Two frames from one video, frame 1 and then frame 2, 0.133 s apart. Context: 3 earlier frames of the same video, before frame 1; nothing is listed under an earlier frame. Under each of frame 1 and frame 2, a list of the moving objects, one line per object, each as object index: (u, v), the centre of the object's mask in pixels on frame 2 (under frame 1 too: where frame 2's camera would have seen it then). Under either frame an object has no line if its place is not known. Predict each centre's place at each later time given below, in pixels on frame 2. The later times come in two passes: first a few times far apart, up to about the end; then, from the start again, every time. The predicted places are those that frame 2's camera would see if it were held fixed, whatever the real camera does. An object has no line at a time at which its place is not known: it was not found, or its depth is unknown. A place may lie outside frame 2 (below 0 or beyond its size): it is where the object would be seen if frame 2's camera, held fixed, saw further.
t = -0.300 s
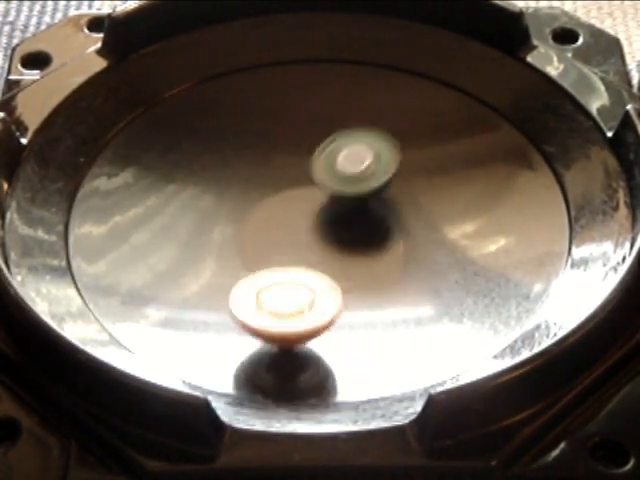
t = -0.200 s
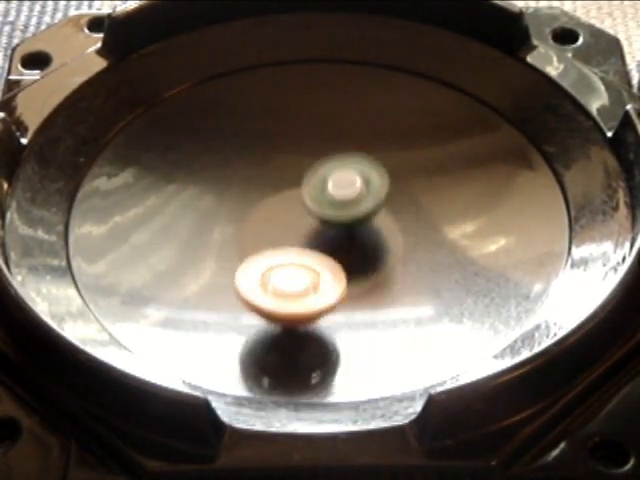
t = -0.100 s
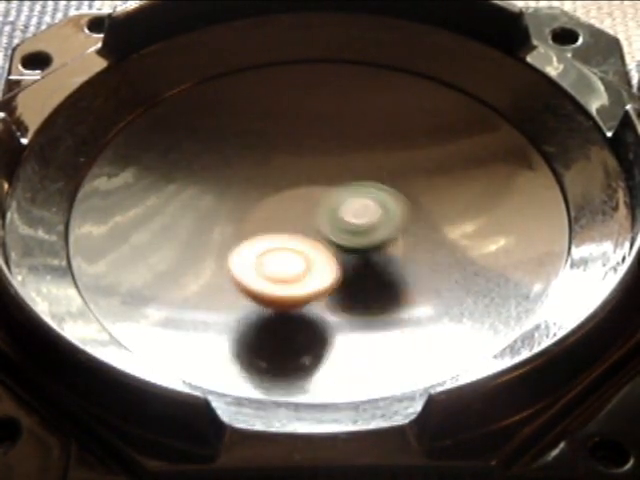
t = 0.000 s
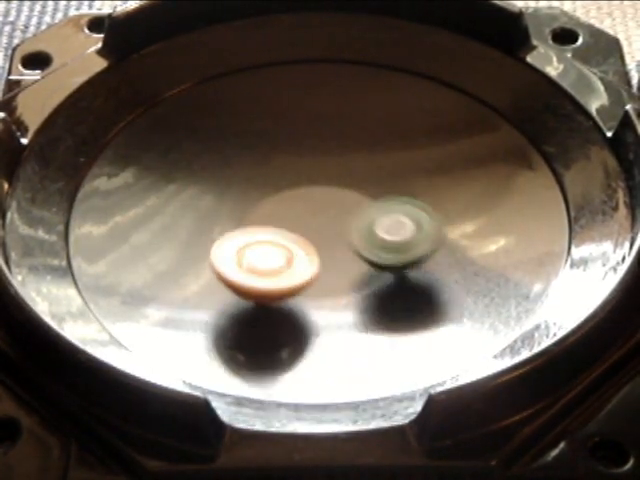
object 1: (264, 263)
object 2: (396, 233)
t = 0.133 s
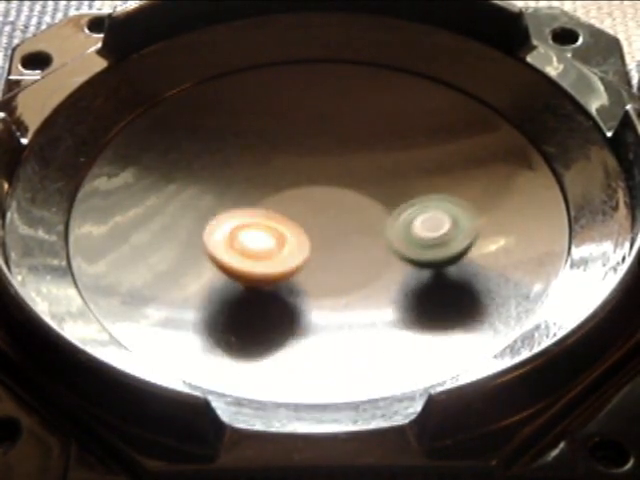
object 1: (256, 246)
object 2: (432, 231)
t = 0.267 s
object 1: (250, 225)
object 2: (439, 215)
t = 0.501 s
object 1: (246, 186)
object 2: (395, 208)
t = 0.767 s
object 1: (271, 166)
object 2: (346, 236)
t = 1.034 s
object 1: (315, 159)
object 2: (317, 276)
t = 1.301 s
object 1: (365, 169)
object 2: (322, 259)
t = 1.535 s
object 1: (391, 191)
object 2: (278, 245)
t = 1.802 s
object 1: (391, 220)
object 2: (233, 230)
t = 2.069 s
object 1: (364, 249)
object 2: (244, 229)
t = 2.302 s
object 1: (324, 260)
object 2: (245, 199)
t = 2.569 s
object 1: (280, 251)
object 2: (250, 180)
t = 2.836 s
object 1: (283, 278)
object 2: (252, 125)
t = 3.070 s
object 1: (296, 259)
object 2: (250, 135)
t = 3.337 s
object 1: (297, 234)
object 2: (289, 163)
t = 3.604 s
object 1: (315, 234)
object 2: (382, 162)
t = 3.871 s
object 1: (335, 226)
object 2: (409, 165)
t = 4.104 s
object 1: (308, 243)
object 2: (435, 157)
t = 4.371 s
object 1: (281, 254)
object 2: (408, 173)
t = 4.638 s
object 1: (264, 247)
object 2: (380, 227)
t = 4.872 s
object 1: (259, 232)
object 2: (373, 268)
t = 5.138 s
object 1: (271, 215)
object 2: (368, 277)
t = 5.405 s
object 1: (279, 176)
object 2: (355, 281)
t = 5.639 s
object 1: (278, 147)
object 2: (347, 277)
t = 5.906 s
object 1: (301, 153)
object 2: (297, 249)
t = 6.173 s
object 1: (331, 178)
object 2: (234, 229)
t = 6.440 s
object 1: (345, 217)
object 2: (216, 216)
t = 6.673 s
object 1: (332, 249)
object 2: (234, 204)
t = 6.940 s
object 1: (300, 263)
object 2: (266, 170)
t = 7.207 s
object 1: (275, 250)
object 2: (288, 156)
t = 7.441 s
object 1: (266, 226)
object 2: (319, 159)
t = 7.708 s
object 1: (280, 201)
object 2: (365, 163)
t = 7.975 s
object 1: (298, 193)
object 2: (396, 172)
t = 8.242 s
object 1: (312, 199)
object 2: (410, 190)
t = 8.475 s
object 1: (299, 208)
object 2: (403, 214)
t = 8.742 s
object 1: (266, 216)
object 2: (365, 256)
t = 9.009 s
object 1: (256, 208)
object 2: (329, 273)
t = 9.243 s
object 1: (262, 199)
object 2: (296, 268)
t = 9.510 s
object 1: (263, 128)
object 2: (309, 304)
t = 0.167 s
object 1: (255, 241)
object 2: (438, 226)
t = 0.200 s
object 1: (254, 235)
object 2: (441, 222)
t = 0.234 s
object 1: (252, 230)
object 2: (441, 218)
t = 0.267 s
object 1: (250, 225)
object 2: (439, 215)
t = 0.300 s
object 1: (248, 220)
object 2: (436, 213)
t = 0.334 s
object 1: (247, 214)
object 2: (431, 211)
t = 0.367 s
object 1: (245, 208)
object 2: (426, 209)
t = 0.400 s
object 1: (244, 201)
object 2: (420, 208)
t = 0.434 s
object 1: (245, 196)
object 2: (413, 207)
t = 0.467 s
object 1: (245, 191)
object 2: (404, 207)
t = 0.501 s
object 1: (246, 186)
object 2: (395, 208)
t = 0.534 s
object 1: (248, 183)
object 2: (386, 209)
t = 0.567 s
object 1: (250, 180)
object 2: (378, 212)
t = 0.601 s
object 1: (253, 176)
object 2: (371, 215)
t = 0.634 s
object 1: (256, 173)
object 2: (364, 219)
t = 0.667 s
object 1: (259, 171)
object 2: (358, 223)
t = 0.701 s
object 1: (263, 169)
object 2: (354, 227)
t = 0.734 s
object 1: (267, 167)
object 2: (350, 231)
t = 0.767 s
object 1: (271, 166)
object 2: (346, 236)
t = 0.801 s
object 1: (276, 164)
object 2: (335, 244)
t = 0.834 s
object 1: (281, 163)
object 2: (328, 249)
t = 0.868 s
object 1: (286, 162)
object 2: (321, 256)
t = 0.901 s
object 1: (291, 161)
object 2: (316, 262)
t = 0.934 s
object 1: (296, 160)
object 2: (312, 268)
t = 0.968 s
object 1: (302, 160)
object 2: (311, 272)
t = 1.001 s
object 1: (308, 160)
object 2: (313, 275)
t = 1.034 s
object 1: (315, 159)
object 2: (317, 276)
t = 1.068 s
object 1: (322, 159)
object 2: (321, 275)
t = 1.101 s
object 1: (329, 160)
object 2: (324, 273)
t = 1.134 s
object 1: (336, 160)
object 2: (325, 272)
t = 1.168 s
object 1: (343, 161)
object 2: (327, 269)
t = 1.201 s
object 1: (349, 162)
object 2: (328, 266)
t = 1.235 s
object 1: (355, 164)
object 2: (327, 264)
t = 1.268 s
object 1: (360, 166)
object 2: (326, 261)
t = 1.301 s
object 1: (365, 169)
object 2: (322, 259)
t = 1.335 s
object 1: (370, 171)
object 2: (317, 257)
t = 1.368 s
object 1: (374, 175)
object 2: (311, 255)
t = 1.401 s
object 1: (378, 178)
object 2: (305, 253)
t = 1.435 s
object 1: (382, 181)
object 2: (299, 251)
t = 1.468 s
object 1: (386, 184)
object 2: (292, 249)
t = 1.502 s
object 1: (388, 187)
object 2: (285, 247)
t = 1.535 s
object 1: (391, 191)
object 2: (278, 245)
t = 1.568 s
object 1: (393, 194)
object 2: (271, 243)
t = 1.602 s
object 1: (394, 197)
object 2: (265, 241)
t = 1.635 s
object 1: (395, 201)
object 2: (258, 238)
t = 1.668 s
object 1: (395, 204)
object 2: (251, 236)
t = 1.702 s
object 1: (395, 208)
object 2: (244, 234)
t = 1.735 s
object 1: (394, 212)
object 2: (239, 232)
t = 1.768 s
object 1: (392, 216)
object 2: (235, 231)
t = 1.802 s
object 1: (391, 220)
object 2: (233, 230)
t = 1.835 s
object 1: (389, 224)
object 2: (232, 230)
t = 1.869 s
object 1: (387, 228)
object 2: (232, 231)
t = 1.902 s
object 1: (384, 232)
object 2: (233, 231)
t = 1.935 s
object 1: (381, 236)
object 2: (234, 231)
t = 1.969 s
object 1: (377, 240)
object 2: (237, 231)
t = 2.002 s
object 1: (373, 243)
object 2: (239, 231)
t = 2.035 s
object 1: (369, 246)
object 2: (242, 231)
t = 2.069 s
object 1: (364, 249)
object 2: (244, 229)
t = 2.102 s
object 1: (359, 251)
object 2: (245, 226)
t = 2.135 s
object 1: (354, 253)
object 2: (245, 222)
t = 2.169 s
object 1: (349, 255)
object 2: (245, 218)
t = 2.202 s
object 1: (343, 257)
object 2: (245, 214)
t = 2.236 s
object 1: (337, 258)
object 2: (244, 209)
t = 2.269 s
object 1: (331, 259)
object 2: (245, 203)
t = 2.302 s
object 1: (324, 260)
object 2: (245, 199)
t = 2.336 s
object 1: (319, 260)
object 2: (245, 194)
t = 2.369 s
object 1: (312, 260)
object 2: (246, 189)
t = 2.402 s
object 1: (306, 259)
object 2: (246, 185)
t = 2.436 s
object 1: (301, 258)
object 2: (246, 182)
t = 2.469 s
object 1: (295, 257)
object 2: (247, 181)
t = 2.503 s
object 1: (290, 255)
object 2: (248, 180)
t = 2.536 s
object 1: (285, 253)
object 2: (249, 180)
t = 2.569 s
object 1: (280, 251)
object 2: (250, 180)
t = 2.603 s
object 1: (275, 248)
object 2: (252, 180)
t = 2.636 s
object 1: (271, 251)
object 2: (252, 173)
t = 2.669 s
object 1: (271, 263)
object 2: (254, 158)
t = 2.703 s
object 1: (272, 271)
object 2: (254, 146)
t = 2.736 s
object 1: (276, 277)
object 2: (254, 137)
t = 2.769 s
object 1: (279, 279)
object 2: (254, 131)
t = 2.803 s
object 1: (281, 279)
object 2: (254, 127)
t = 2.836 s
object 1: (283, 278)
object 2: (252, 125)
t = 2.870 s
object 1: (285, 277)
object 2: (251, 125)
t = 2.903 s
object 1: (288, 274)
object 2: (250, 124)
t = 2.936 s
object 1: (289, 272)
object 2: (249, 125)
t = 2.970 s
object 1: (291, 269)
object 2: (248, 127)
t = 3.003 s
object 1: (293, 266)
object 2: (248, 129)
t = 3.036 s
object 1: (295, 262)
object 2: (248, 132)
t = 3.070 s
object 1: (296, 259)
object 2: (250, 135)
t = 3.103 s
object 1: (296, 256)
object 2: (252, 139)
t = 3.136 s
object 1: (295, 252)
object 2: (255, 143)
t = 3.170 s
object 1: (295, 249)
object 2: (258, 147)
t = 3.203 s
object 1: (295, 246)
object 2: (262, 151)
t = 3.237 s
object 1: (295, 242)
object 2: (267, 155)
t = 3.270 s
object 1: (296, 239)
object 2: (273, 159)
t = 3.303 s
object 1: (296, 236)
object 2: (281, 162)
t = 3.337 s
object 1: (297, 234)
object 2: (289, 163)
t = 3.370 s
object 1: (297, 236)
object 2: (297, 163)
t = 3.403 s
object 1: (297, 237)
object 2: (308, 163)
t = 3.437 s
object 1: (300, 238)
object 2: (322, 164)
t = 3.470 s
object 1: (304, 238)
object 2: (336, 164)
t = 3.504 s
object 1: (307, 237)
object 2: (349, 164)
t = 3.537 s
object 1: (309, 236)
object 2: (362, 163)
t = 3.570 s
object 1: (312, 235)
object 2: (373, 163)
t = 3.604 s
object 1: (315, 234)
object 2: (382, 162)
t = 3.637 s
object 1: (317, 233)
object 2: (387, 162)
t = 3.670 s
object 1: (320, 232)
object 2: (392, 162)
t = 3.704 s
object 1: (322, 231)
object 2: (396, 162)
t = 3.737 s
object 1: (325, 230)
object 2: (399, 163)
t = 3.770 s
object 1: (328, 229)
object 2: (402, 163)
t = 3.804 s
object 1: (330, 228)
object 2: (405, 163)
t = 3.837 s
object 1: (333, 227)
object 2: (407, 164)
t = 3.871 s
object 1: (335, 226)
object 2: (409, 165)
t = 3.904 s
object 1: (338, 226)
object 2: (410, 166)
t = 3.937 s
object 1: (340, 225)
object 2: (410, 167)
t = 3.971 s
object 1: (342, 224)
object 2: (410, 169)
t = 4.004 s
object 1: (340, 224)
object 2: (413, 168)
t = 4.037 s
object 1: (328, 230)
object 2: (425, 162)
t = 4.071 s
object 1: (316, 238)
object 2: (432, 158)
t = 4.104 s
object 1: (308, 243)
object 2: (435, 157)
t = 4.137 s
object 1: (302, 246)
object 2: (436, 156)
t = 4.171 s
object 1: (298, 249)
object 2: (434, 156)
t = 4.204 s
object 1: (295, 250)
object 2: (431, 158)
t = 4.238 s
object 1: (292, 251)
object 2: (428, 160)
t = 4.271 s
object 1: (290, 252)
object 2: (423, 162)
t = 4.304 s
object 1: (287, 253)
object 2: (419, 165)
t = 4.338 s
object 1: (284, 253)
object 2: (414, 168)
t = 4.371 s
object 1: (281, 254)
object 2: (408, 173)
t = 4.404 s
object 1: (278, 254)
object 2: (404, 178)
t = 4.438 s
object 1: (276, 253)
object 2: (399, 184)
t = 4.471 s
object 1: (273, 253)
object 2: (395, 190)
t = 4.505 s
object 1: (271, 252)
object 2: (390, 196)
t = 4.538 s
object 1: (269, 251)
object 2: (387, 203)
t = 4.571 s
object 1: (267, 250)
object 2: (385, 211)
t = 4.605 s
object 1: (265, 249)
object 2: (382, 219)
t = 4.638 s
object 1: (264, 247)
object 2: (380, 227)
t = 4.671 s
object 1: (262, 245)
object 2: (379, 235)
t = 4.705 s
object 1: (261, 243)
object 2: (377, 242)
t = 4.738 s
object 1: (260, 241)
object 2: (376, 250)
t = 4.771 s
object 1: (260, 239)
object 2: (374, 256)
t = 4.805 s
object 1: (259, 237)
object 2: (373, 261)
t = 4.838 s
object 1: (259, 235)
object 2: (373, 265)
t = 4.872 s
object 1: (259, 232)
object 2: (373, 268)
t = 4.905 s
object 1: (260, 230)
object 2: (373, 271)
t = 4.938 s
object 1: (261, 228)
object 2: (372, 274)
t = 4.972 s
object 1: (262, 226)
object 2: (372, 275)
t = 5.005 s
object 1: (263, 224)
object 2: (372, 277)
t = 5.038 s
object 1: (265, 221)
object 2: (371, 278)
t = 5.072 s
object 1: (267, 219)
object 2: (371, 278)
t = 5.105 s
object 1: (269, 217)
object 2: (370, 278)
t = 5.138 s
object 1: (271, 215)
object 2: (368, 277)
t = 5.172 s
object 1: (274, 213)
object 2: (366, 275)
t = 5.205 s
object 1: (277, 212)
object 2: (364, 273)
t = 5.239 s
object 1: (280, 210)
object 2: (361, 271)
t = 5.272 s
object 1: (283, 209)
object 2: (358, 269)
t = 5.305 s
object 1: (287, 207)
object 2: (353, 266)
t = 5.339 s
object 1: (289, 204)
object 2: (349, 265)
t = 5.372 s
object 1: (284, 189)
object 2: (352, 273)
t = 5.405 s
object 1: (279, 176)
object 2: (355, 281)
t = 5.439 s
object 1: (275, 165)
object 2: (355, 285)
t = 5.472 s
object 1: (273, 158)
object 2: (354, 286)
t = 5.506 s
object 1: (273, 153)
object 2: (353, 285)
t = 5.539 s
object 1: (273, 151)
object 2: (352, 284)
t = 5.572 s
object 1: (274, 150)
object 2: (350, 282)
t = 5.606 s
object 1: (276, 148)
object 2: (348, 279)
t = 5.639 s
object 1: (278, 147)
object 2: (347, 277)
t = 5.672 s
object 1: (280, 146)
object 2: (344, 274)
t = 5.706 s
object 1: (283, 146)
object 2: (340, 270)
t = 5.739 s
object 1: (285, 146)
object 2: (335, 267)
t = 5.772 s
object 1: (288, 147)
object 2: (329, 262)
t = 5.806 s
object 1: (291, 148)
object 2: (322, 258)
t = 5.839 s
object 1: (294, 149)
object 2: (314, 255)
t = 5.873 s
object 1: (298, 150)
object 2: (306, 252)
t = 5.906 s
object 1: (301, 153)
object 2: (297, 249)
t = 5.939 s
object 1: (304, 155)
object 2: (289, 247)
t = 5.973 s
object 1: (307, 158)
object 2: (280, 245)
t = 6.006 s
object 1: (311, 160)
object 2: (272, 242)
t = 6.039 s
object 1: (316, 163)
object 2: (263, 238)
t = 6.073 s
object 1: (320, 167)
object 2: (255, 236)
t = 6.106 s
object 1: (324, 170)
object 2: (247, 233)
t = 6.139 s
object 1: (328, 174)
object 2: (241, 231)
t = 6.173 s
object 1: (331, 178)
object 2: (234, 229)
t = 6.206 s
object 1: (335, 183)
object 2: (229, 226)
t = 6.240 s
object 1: (337, 187)
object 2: (225, 224)
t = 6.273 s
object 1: (339, 192)
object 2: (222, 223)
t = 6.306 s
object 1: (342, 197)
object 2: (218, 221)
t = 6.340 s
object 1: (343, 202)
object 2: (217, 220)
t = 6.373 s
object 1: (344, 207)
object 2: (215, 218)
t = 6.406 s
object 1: (344, 213)
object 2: (215, 217)
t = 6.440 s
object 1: (345, 217)
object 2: (216, 216)
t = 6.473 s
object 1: (344, 222)
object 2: (216, 214)
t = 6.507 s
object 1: (343, 227)
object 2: (218, 213)
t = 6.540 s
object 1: (342, 232)
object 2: (220, 212)
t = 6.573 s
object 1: (340, 236)
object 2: (223, 210)
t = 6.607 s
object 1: (338, 240)
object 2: (226, 208)
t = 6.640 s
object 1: (334, 245)
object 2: (230, 206)
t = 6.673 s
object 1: (332, 249)
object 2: (234, 204)
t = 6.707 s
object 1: (328, 251)
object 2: (239, 201)
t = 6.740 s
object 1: (324, 254)
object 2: (244, 198)
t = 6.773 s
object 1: (319, 257)
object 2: (248, 193)
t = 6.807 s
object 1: (315, 259)
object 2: (252, 189)
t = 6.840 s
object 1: (311, 261)
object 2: (255, 184)
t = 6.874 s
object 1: (306, 262)
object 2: (259, 178)
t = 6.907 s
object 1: (303, 262)
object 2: (262, 174)
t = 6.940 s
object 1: (300, 263)
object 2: (266, 170)
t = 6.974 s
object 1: (296, 262)
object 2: (270, 166)
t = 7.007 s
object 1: (293, 261)
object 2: (274, 163)
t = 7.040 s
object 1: (290, 260)
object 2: (277, 160)
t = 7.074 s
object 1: (287, 258)
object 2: (280, 158)
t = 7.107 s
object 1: (284, 257)
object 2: (282, 157)
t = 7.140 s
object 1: (282, 254)
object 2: (284, 156)
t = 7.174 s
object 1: (278, 253)
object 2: (286, 156)
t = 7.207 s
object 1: (275, 250)
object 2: (288, 156)
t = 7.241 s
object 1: (272, 247)
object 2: (290, 157)
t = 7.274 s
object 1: (270, 244)
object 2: (292, 158)
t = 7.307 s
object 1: (268, 240)
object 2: (295, 159)
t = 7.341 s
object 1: (266, 237)
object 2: (300, 159)
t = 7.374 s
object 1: (266, 233)
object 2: (305, 160)
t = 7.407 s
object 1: (266, 229)
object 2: (312, 159)
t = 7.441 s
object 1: (266, 226)
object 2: (319, 159)
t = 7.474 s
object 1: (266, 223)
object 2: (326, 158)
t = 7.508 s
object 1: (267, 219)
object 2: (333, 158)
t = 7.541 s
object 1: (269, 215)
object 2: (340, 158)
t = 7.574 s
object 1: (271, 212)
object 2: (346, 159)
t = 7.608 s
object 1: (273, 209)
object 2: (351, 160)
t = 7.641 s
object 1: (276, 206)
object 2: (355, 161)
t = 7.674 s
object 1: (279, 203)
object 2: (360, 162)
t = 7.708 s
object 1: (280, 201)
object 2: (365, 163)
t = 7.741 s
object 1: (281, 199)
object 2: (371, 163)
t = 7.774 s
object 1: (283, 198)
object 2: (376, 164)
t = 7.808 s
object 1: (286, 197)
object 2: (380, 165)
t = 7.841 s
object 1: (289, 195)
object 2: (383, 166)
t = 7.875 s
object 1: (292, 194)
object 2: (386, 167)
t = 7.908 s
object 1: (296, 194)
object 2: (389, 168)
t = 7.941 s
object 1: (298, 193)
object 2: (391, 170)
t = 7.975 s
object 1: (298, 193)
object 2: (396, 172)
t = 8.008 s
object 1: (298, 194)
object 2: (401, 174)
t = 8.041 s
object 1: (301, 194)
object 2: (404, 175)
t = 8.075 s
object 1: (303, 194)
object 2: (406, 177)
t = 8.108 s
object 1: (305, 195)
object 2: (408, 179)
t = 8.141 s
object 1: (307, 196)
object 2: (409, 181)
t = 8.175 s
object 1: (309, 197)
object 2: (409, 184)
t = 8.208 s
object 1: (311, 198)
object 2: (409, 187)
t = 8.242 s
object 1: (312, 199)
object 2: (410, 190)
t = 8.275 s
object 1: (309, 200)
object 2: (411, 193)
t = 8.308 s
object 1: (309, 203)
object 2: (412, 196)
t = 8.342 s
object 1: (309, 205)
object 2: (411, 199)
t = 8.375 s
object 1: (308, 206)
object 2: (410, 203)
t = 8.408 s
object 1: (307, 207)
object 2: (408, 207)
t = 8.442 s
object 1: (306, 207)
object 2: (405, 210)
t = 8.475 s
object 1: (299, 208)
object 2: (403, 214)
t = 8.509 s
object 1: (292, 210)
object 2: (399, 219)
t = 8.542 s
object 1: (286, 213)
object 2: (393, 224)
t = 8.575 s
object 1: (279, 216)
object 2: (388, 230)
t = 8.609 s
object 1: (276, 217)
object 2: (384, 235)
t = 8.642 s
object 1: (273, 217)
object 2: (380, 241)
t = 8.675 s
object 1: (271, 217)
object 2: (375, 246)
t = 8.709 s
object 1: (268, 217)
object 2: (370, 251)
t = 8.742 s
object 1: (266, 216)
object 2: (365, 256)
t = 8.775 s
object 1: (264, 216)
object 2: (361, 259)
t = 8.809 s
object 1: (262, 215)
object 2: (356, 263)
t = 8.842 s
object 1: (260, 214)
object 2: (350, 265)
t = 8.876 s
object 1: (259, 213)
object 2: (346, 267)
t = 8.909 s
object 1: (258, 212)
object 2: (342, 269)
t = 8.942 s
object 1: (257, 211)
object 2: (338, 271)
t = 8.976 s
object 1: (257, 209)
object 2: (333, 272)
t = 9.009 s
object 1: (256, 208)
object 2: (329, 273)
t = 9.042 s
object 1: (256, 207)
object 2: (324, 273)
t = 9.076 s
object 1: (257, 205)
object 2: (320, 273)
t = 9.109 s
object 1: (257, 204)
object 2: (316, 272)
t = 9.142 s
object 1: (258, 203)
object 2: (311, 272)
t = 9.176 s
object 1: (259, 202)
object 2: (306, 271)
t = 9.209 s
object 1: (260, 201)
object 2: (301, 269)
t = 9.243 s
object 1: (262, 199)
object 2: (296, 268)
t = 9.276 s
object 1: (261, 189)
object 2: (294, 276)
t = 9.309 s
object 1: (259, 170)
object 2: (295, 287)
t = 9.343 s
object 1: (257, 155)
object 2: (298, 298)
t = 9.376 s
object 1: (258, 144)
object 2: (300, 304)
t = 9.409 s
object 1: (259, 137)
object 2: (302, 307)
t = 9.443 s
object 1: (260, 133)
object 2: (305, 307)
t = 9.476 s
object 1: (261, 130)
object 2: (307, 306)
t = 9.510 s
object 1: (263, 128)
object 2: (309, 304)
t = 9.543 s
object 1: (265, 127)
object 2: (312, 302)
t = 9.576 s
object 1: (268, 127)
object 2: (313, 299)
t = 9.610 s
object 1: (271, 127)
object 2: (315, 295)
